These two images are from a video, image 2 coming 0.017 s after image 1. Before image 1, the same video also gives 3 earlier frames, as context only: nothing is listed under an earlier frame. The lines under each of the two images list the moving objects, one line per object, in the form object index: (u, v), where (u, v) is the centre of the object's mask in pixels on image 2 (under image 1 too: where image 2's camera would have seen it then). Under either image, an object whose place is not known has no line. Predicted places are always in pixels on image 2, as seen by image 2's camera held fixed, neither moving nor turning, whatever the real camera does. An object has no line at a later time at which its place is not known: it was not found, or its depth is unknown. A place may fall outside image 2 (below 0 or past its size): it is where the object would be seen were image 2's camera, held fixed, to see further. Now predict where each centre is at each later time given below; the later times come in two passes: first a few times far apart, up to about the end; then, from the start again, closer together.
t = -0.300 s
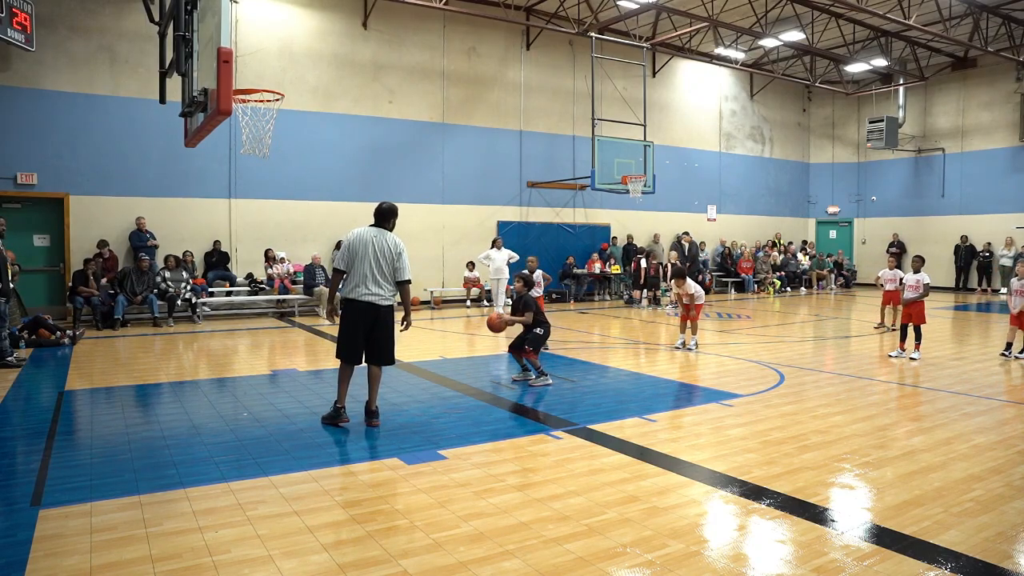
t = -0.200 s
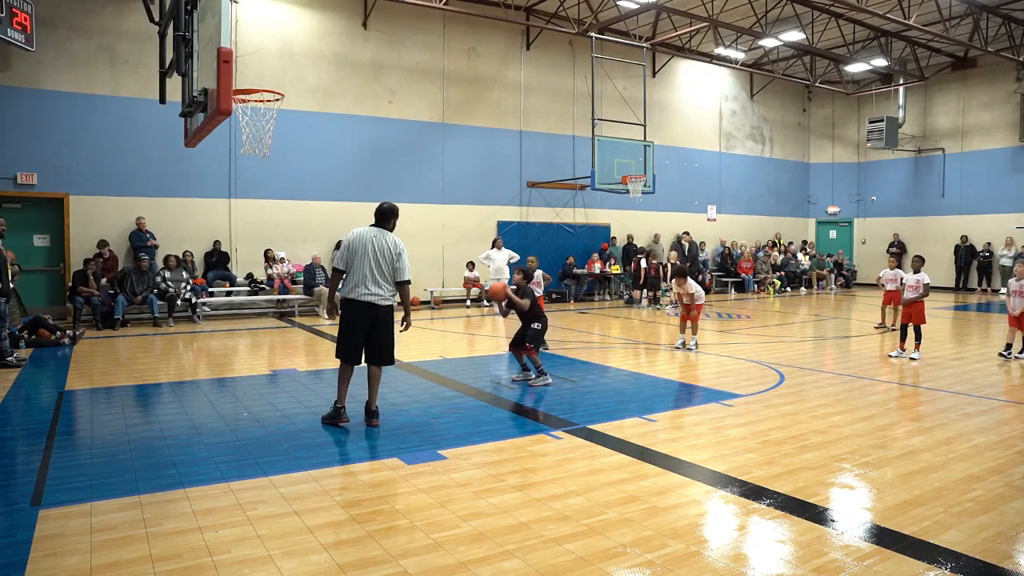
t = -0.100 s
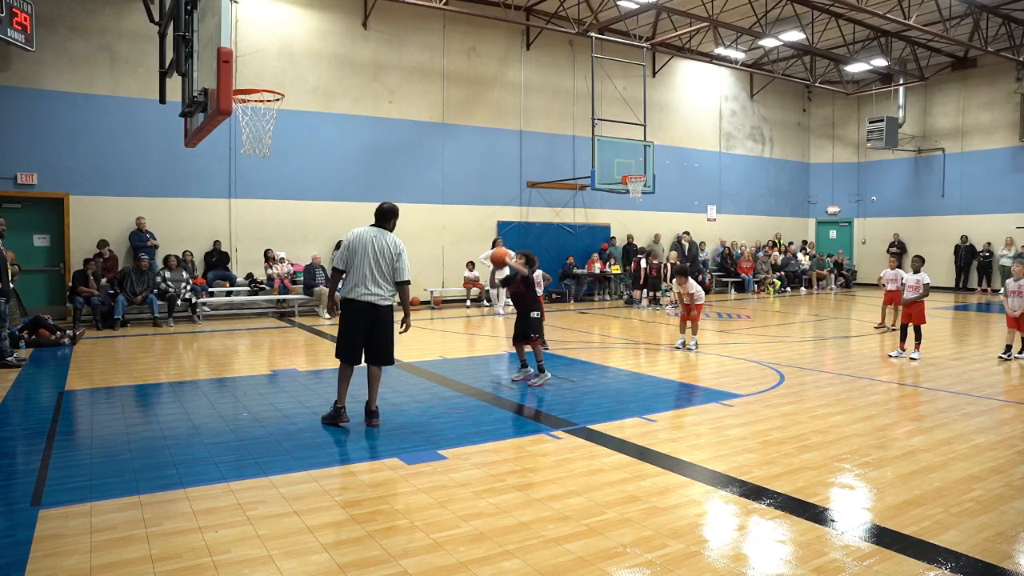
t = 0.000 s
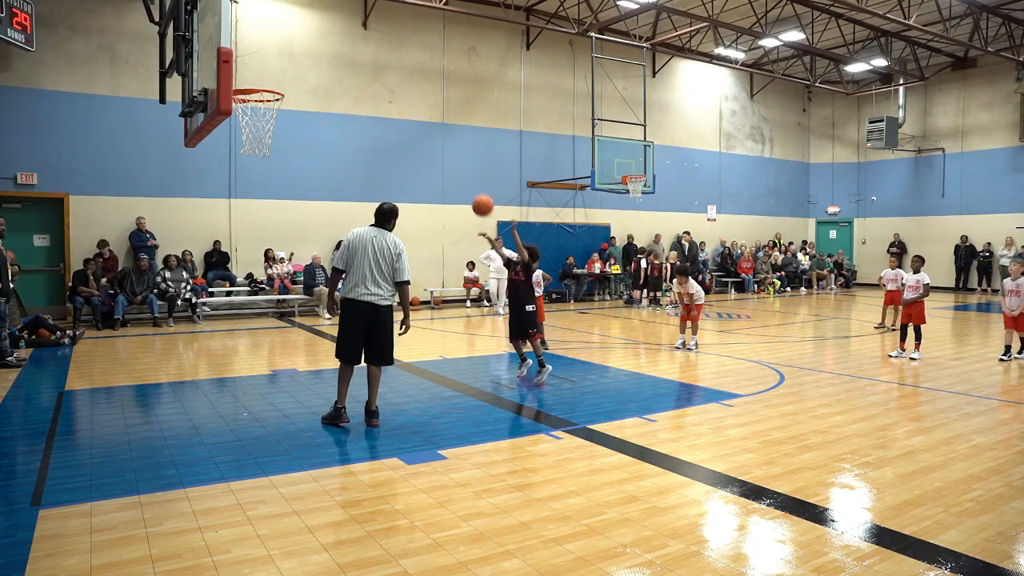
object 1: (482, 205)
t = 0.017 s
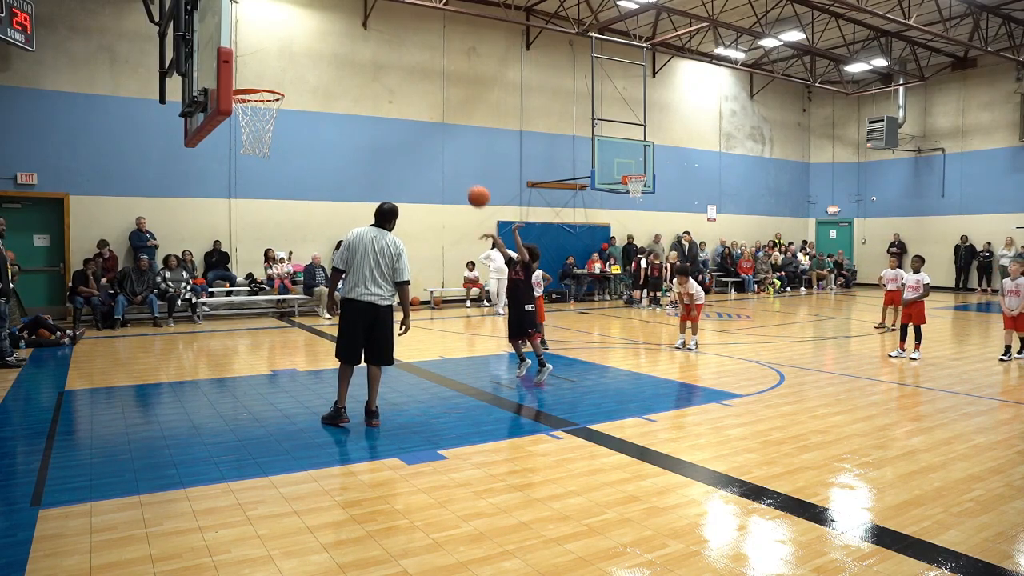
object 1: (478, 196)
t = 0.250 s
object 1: (417, 94)
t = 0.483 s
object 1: (352, 37)
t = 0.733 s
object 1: (274, 38)
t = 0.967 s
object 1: (239, 74)
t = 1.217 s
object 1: (288, 67)
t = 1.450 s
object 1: (334, 119)
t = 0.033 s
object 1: (474, 187)
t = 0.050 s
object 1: (470, 179)
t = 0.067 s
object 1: (466, 170)
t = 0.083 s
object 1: (461, 162)
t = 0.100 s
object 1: (457, 154)
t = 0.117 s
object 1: (453, 147)
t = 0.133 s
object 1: (449, 139)
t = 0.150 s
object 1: (444, 132)
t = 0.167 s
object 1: (440, 125)
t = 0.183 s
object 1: (435, 119)
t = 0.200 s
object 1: (431, 112)
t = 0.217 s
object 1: (426, 105)
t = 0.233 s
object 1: (422, 99)
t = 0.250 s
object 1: (417, 94)
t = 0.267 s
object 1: (413, 88)
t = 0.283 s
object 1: (408, 82)
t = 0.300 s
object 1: (404, 77)
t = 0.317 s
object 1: (399, 72)
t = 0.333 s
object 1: (394, 68)
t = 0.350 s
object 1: (390, 63)
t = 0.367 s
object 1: (385, 59)
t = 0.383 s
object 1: (380, 55)
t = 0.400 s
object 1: (376, 51)
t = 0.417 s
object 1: (371, 48)
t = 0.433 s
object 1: (366, 45)
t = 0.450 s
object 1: (362, 42)
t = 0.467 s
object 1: (356, 40)
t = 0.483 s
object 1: (352, 37)
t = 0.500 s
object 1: (347, 35)
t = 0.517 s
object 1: (342, 34)
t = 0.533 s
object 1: (337, 32)
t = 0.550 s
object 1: (332, 31)
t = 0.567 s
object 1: (327, 31)
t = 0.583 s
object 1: (322, 30)
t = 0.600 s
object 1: (317, 30)
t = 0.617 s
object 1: (311, 30)
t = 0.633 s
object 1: (306, 30)
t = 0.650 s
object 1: (301, 31)
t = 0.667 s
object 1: (296, 31)
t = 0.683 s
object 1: (290, 33)
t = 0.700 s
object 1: (285, 34)
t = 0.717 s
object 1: (280, 36)
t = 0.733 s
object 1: (274, 38)
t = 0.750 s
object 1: (269, 41)
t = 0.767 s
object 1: (263, 44)
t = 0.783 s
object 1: (258, 47)
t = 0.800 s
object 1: (252, 50)
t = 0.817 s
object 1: (247, 54)
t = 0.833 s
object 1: (243, 58)
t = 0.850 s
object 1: (240, 63)
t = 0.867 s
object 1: (237, 68)
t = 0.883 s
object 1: (235, 73)
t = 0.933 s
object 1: (236, 80)
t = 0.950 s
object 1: (237, 77)
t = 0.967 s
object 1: (239, 74)
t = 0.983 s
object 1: (241, 71)
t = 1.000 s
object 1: (243, 69)
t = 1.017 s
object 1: (245, 67)
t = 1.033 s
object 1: (249, 65)
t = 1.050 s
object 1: (253, 64)
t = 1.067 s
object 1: (256, 63)
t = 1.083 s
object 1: (260, 62)
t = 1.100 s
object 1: (264, 62)
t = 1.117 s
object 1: (267, 62)
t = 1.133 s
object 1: (271, 62)
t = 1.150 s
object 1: (274, 62)
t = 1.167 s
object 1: (278, 63)
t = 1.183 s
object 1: (281, 64)
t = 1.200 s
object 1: (285, 66)
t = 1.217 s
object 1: (288, 67)
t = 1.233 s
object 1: (292, 69)
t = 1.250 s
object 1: (295, 72)
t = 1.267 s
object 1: (299, 74)
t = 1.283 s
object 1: (302, 77)
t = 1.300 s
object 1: (306, 80)
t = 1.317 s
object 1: (309, 83)
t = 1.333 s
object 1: (312, 87)
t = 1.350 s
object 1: (315, 91)
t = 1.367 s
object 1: (319, 95)
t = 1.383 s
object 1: (322, 99)
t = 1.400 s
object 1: (325, 104)
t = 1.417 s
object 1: (328, 109)
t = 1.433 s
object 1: (331, 114)
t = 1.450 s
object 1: (334, 119)
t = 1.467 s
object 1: (337, 125)
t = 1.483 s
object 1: (340, 131)
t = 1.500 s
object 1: (343, 136)
